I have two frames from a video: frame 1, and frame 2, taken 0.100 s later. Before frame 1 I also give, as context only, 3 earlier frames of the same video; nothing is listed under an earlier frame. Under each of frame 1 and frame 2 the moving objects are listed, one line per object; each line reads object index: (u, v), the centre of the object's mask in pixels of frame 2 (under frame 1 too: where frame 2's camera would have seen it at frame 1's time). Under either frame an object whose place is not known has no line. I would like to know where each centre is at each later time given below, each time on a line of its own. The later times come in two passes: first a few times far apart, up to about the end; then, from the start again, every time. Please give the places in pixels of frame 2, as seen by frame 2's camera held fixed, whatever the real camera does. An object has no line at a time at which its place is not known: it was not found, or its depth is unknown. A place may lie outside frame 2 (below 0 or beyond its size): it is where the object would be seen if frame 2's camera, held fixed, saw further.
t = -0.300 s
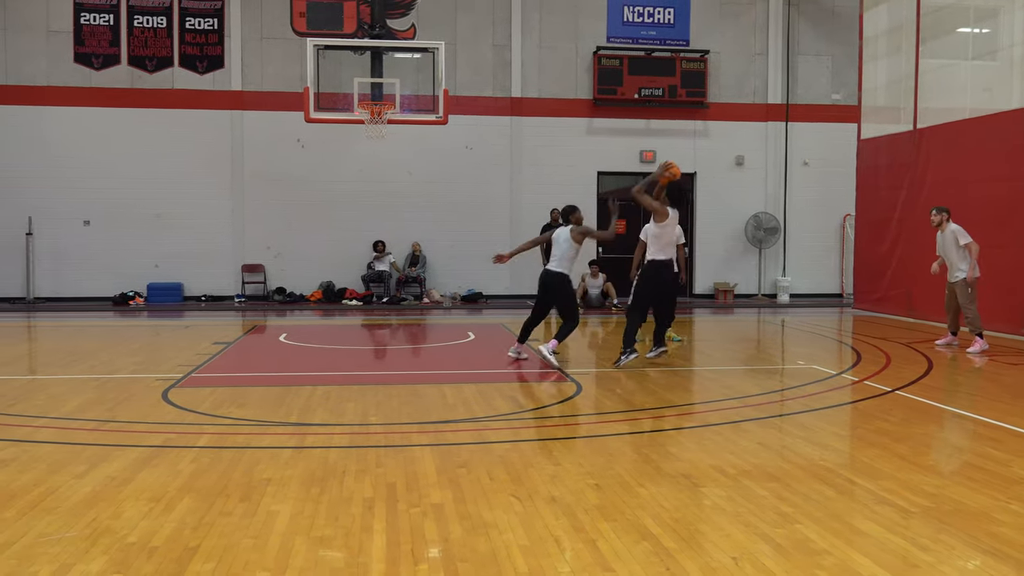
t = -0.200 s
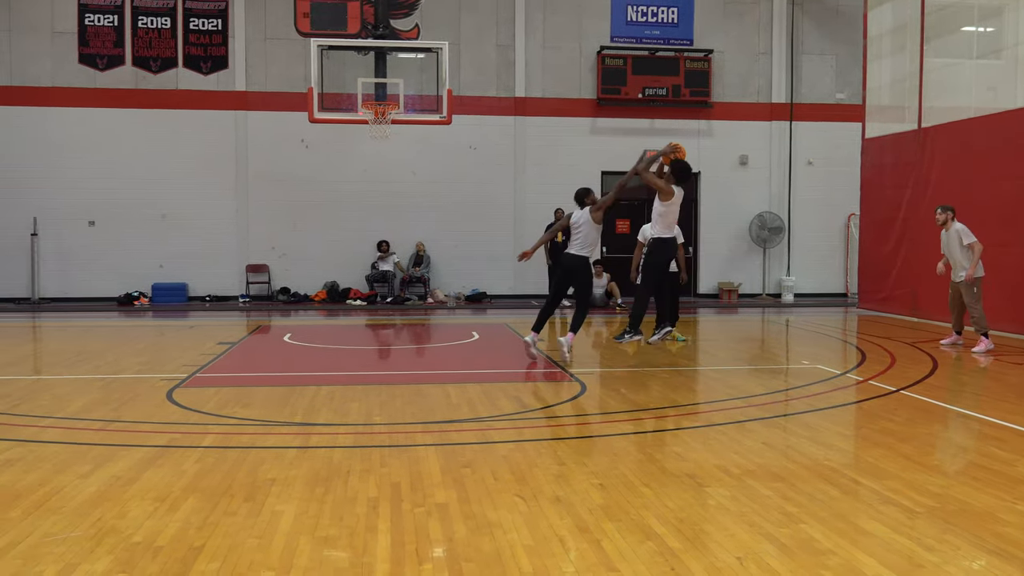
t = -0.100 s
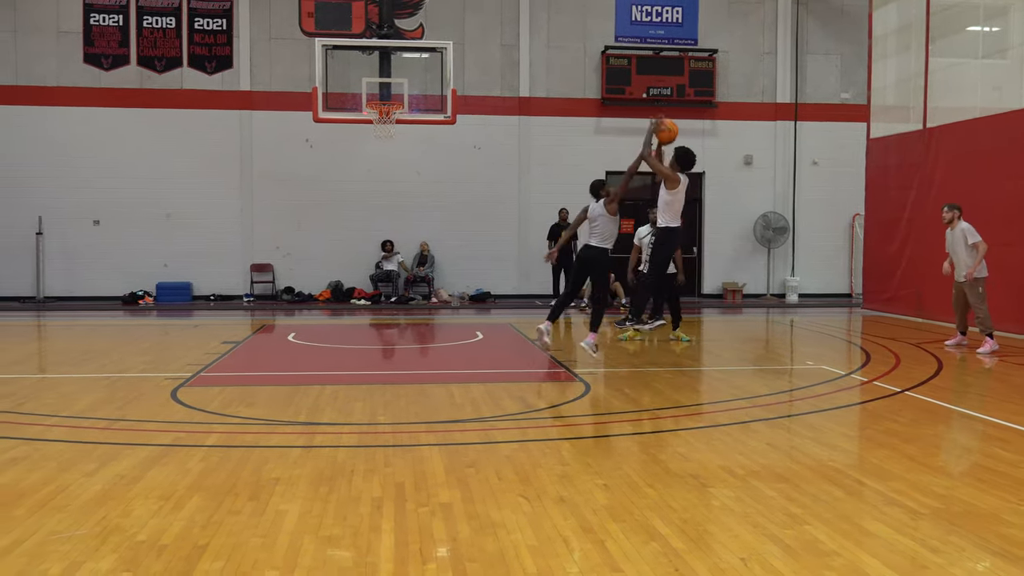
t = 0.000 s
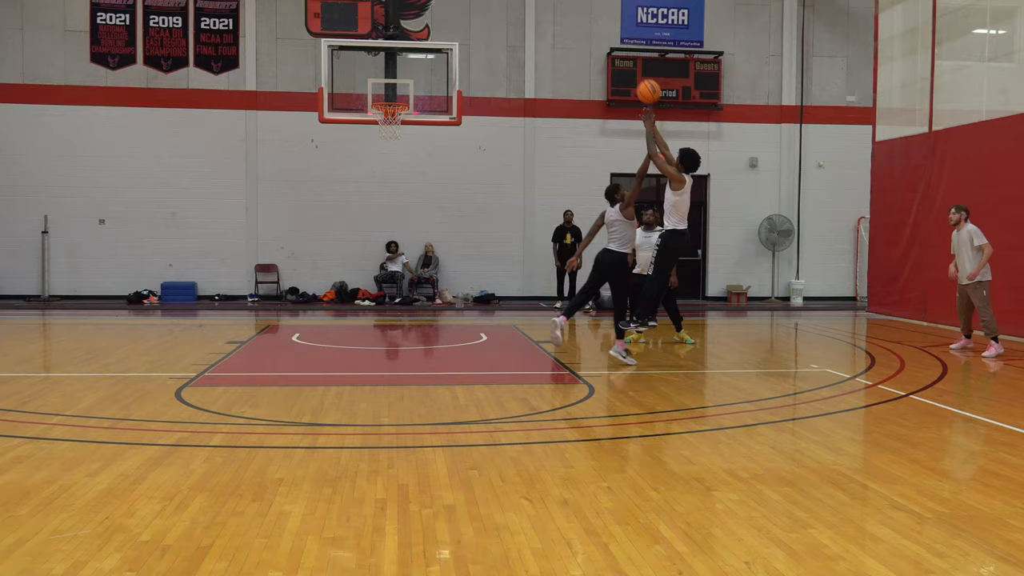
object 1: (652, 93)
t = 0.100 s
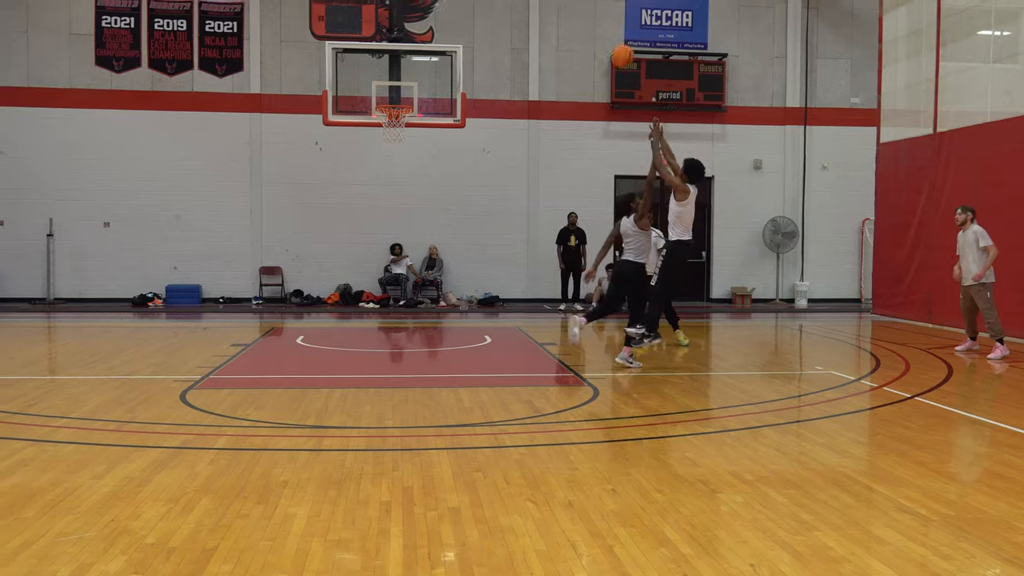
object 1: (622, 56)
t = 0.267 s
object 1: (576, 19)
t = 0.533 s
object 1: (510, 11)
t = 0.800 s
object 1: (454, 60)
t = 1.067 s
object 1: (440, 143)
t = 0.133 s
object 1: (612, 46)
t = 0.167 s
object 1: (603, 37)
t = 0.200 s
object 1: (594, 30)
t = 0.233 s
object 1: (584, 24)
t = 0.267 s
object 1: (576, 19)
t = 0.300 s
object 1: (567, 15)
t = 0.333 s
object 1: (559, 11)
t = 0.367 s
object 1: (550, 9)
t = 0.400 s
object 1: (542, 9)
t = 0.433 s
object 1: (534, 8)
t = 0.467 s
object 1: (526, 9)
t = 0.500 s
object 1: (518, 10)
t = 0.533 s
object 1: (510, 11)
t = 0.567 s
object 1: (503, 14)
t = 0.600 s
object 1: (495, 18)
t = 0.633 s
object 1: (488, 23)
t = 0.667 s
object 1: (481, 29)
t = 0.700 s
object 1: (474, 35)
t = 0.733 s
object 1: (467, 42)
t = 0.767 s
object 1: (460, 51)
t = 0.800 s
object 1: (454, 60)
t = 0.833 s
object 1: (448, 69)
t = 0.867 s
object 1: (442, 79)
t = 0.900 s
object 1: (434, 89)
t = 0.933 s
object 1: (428, 101)
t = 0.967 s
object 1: (424, 112)
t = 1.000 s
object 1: (430, 121)
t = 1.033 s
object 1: (435, 132)
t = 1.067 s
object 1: (440, 143)
